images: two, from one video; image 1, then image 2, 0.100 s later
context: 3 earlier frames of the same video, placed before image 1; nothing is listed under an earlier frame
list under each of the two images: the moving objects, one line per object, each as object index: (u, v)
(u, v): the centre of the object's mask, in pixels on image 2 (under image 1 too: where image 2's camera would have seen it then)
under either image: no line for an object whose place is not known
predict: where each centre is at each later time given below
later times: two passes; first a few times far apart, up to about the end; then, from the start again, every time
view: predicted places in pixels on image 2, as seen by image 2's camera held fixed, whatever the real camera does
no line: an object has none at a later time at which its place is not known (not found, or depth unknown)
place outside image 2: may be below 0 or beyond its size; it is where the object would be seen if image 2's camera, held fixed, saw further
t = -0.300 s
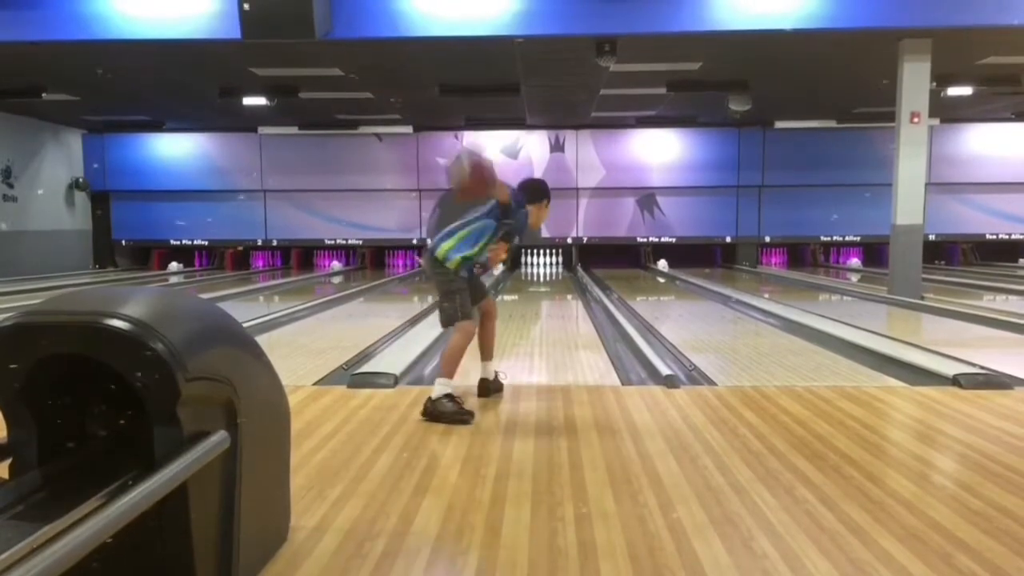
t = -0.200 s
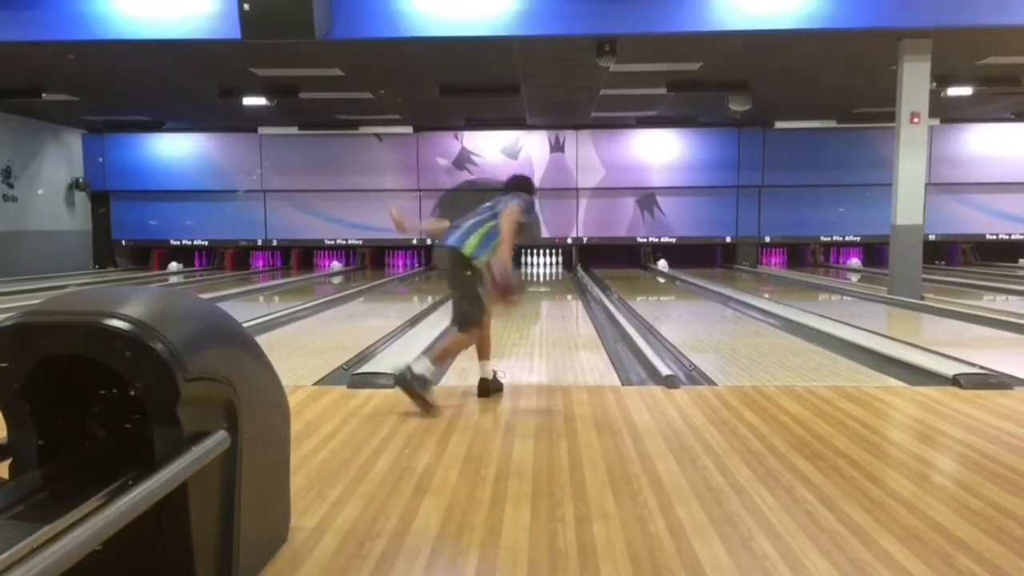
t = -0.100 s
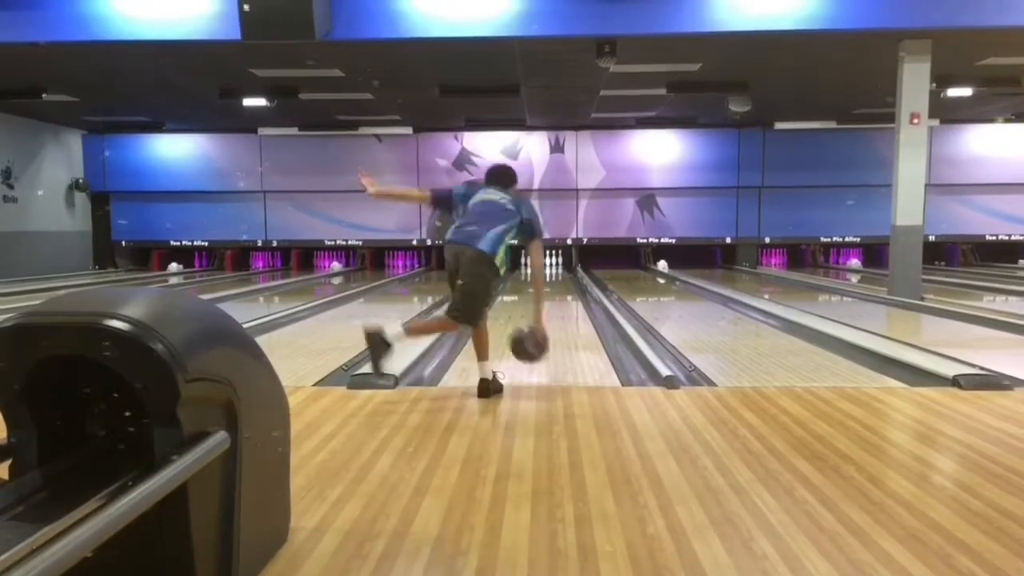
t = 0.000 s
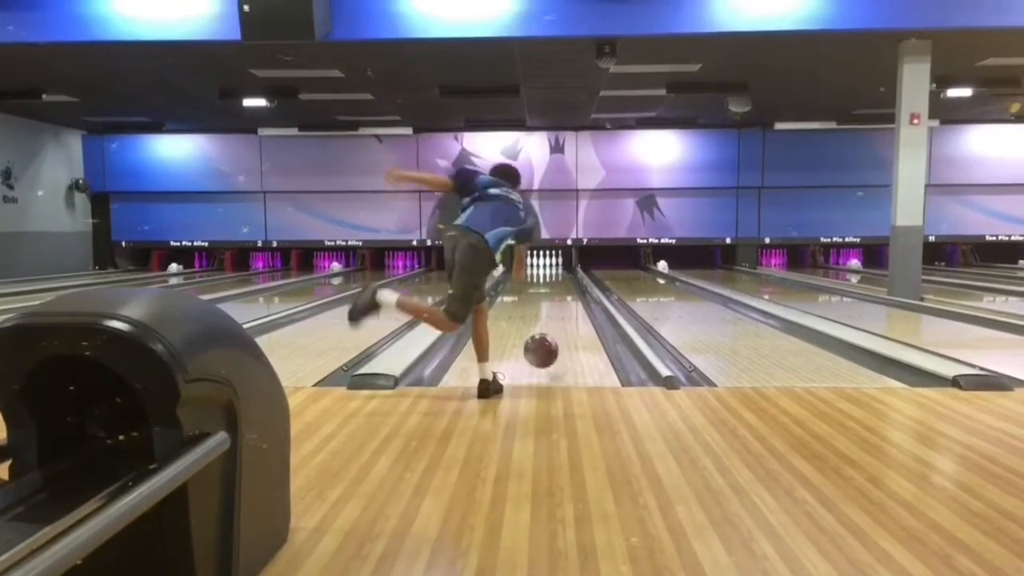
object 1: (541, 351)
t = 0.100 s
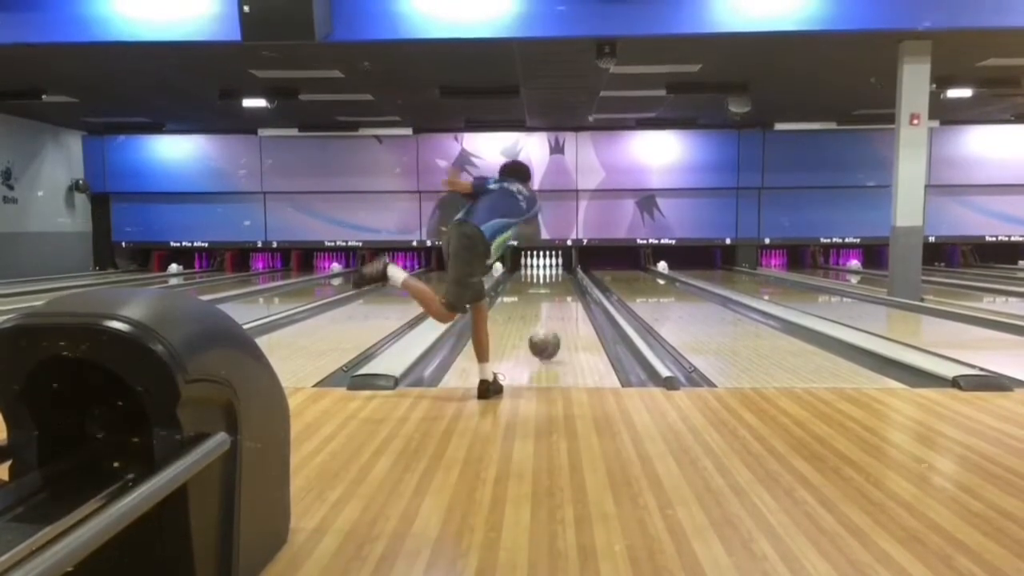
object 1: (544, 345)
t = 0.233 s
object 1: (548, 333)
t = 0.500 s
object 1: (552, 314)
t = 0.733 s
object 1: (554, 303)
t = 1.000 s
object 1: (555, 294)
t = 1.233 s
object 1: (557, 288)
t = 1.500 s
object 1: (556, 279)
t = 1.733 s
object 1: (557, 275)
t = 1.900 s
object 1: (556, 276)
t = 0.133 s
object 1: (546, 340)
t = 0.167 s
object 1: (546, 340)
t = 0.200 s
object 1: (547, 336)
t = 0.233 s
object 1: (548, 333)
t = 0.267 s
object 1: (549, 331)
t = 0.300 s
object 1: (549, 328)
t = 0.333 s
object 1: (549, 326)
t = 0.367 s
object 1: (550, 323)
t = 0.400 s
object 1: (551, 320)
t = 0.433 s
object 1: (551, 318)
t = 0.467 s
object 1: (552, 317)
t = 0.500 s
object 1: (552, 314)
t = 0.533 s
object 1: (552, 312)
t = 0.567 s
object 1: (553, 310)
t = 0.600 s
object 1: (553, 309)
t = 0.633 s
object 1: (553, 307)
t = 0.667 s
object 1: (554, 306)
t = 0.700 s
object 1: (554, 304)
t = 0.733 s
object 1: (554, 303)
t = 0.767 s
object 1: (554, 302)
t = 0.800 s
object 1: (554, 300)
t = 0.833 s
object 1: (555, 300)
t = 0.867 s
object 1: (556, 298)
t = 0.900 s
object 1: (555, 297)
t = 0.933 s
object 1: (556, 295)
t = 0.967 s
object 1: (555, 294)
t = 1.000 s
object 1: (555, 294)
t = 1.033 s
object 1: (557, 293)
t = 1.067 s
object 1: (556, 292)
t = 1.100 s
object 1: (557, 289)
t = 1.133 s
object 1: (556, 288)
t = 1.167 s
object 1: (555, 288)
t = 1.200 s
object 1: (557, 289)
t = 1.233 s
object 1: (557, 288)
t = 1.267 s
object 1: (557, 286)
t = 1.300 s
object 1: (557, 284)
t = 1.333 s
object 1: (556, 284)
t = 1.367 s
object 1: (555, 285)
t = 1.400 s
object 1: (558, 284)
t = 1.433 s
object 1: (556, 283)
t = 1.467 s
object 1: (557, 281)
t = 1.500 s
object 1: (556, 279)
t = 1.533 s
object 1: (555, 280)
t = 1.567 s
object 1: (557, 281)
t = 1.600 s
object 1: (557, 277)
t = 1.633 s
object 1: (558, 277)
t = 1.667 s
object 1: (558, 276)
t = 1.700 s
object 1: (557, 275)
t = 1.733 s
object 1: (557, 275)
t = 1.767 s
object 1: (558, 275)
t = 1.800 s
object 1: (557, 276)
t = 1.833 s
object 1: (557, 274)
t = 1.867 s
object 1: (556, 275)
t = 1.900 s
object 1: (556, 276)
